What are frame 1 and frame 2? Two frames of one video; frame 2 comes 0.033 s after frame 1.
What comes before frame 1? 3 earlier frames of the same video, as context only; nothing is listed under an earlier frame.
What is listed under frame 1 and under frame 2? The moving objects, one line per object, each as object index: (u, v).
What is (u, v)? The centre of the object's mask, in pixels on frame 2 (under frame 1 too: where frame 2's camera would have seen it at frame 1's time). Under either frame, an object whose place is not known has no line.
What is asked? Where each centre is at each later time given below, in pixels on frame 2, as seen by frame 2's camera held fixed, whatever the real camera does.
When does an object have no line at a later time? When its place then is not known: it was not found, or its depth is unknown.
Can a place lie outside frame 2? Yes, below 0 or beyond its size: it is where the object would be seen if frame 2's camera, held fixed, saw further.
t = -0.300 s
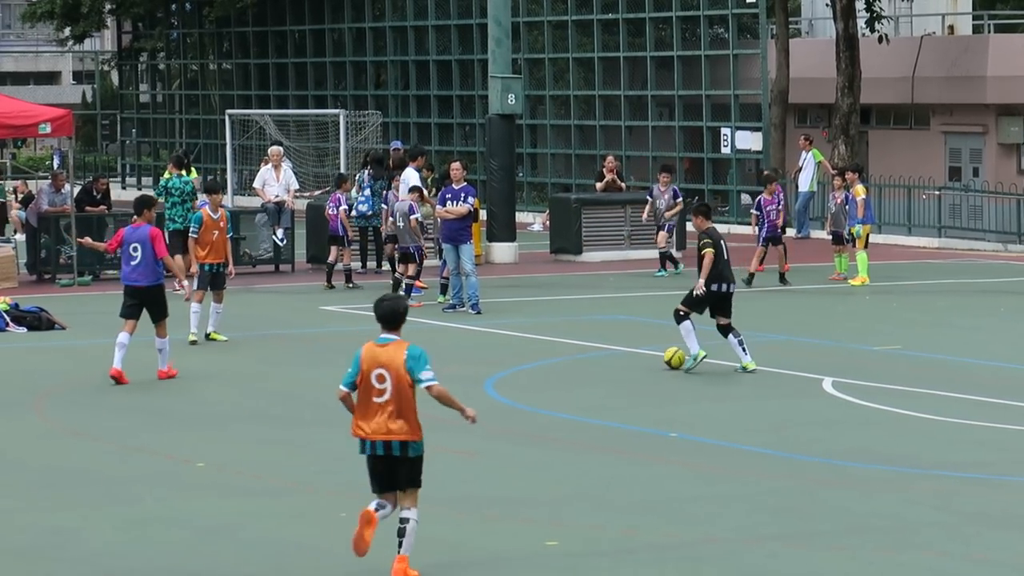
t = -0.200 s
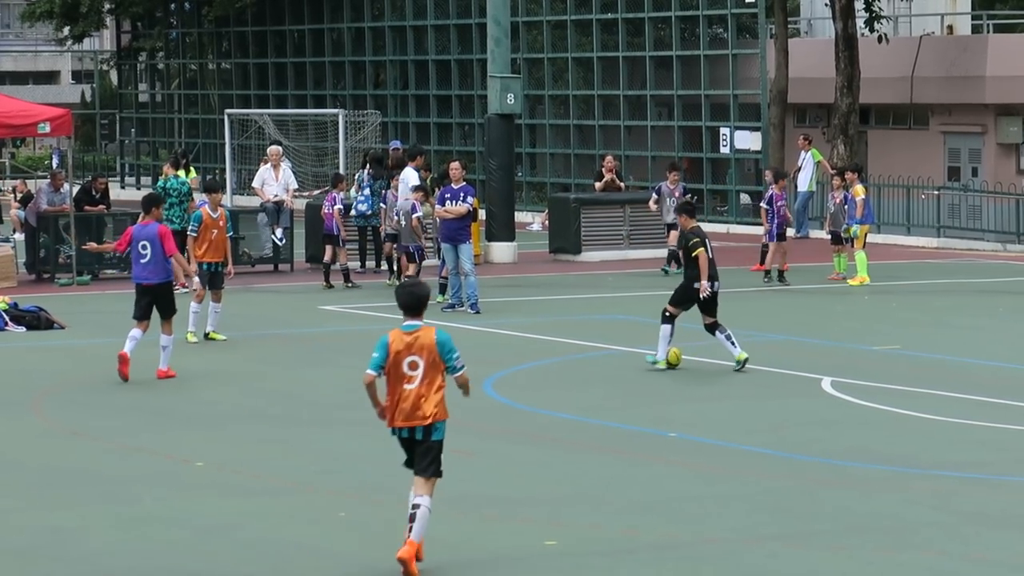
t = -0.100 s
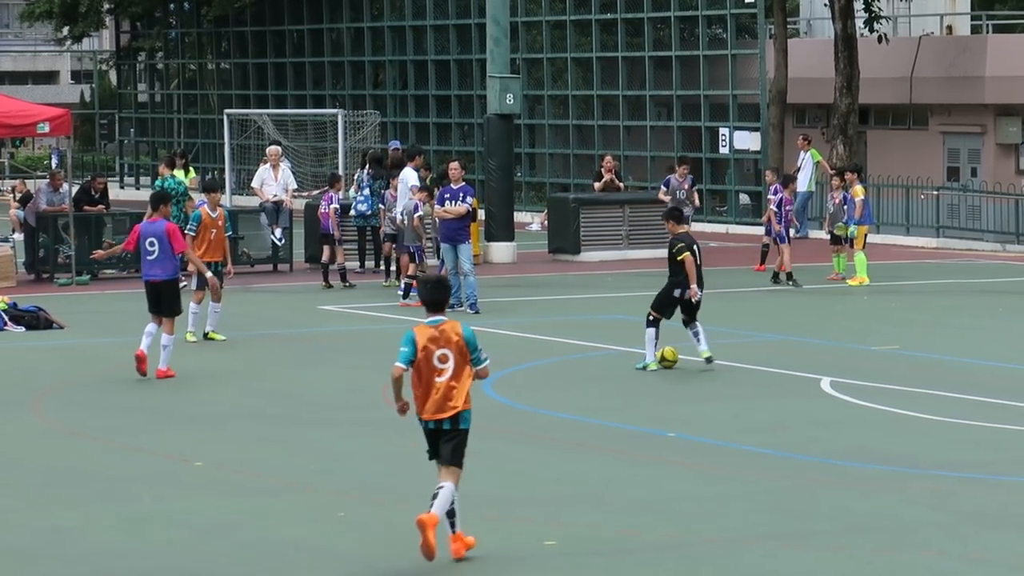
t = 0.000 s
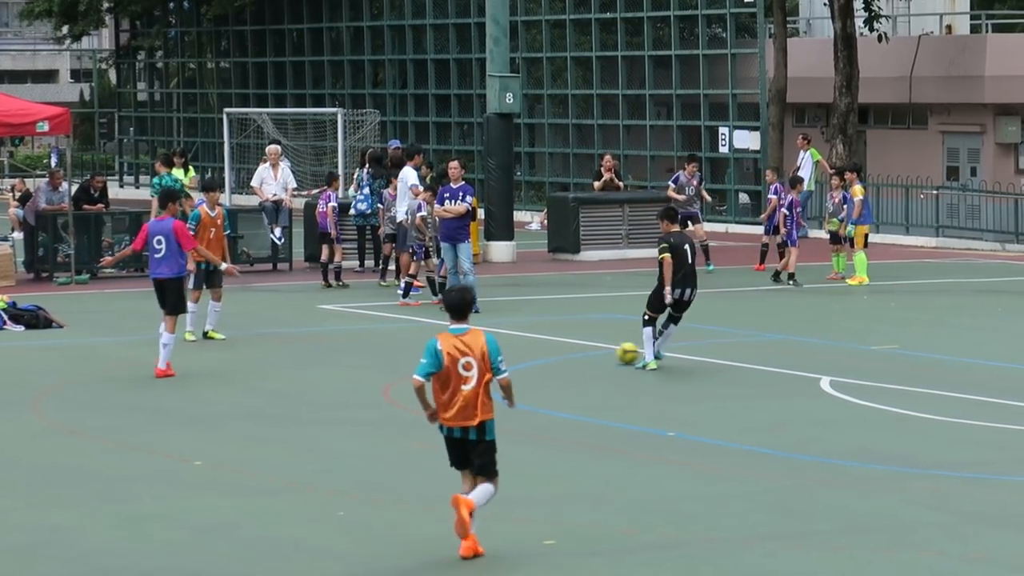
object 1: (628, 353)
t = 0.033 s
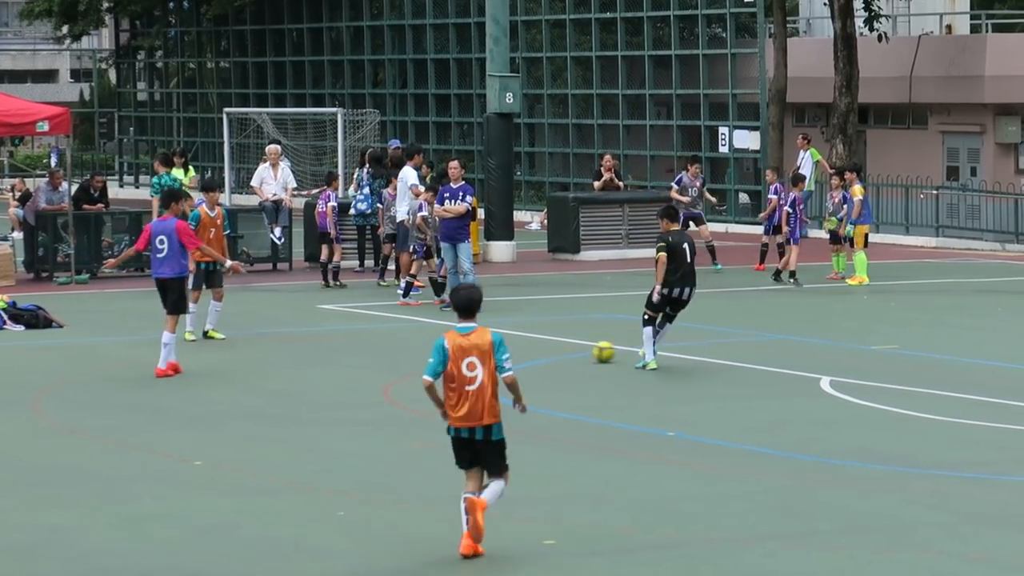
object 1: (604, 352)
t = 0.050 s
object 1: (592, 351)
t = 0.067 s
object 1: (581, 350)
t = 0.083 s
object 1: (570, 349)
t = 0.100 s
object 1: (560, 349)
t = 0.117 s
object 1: (550, 348)
